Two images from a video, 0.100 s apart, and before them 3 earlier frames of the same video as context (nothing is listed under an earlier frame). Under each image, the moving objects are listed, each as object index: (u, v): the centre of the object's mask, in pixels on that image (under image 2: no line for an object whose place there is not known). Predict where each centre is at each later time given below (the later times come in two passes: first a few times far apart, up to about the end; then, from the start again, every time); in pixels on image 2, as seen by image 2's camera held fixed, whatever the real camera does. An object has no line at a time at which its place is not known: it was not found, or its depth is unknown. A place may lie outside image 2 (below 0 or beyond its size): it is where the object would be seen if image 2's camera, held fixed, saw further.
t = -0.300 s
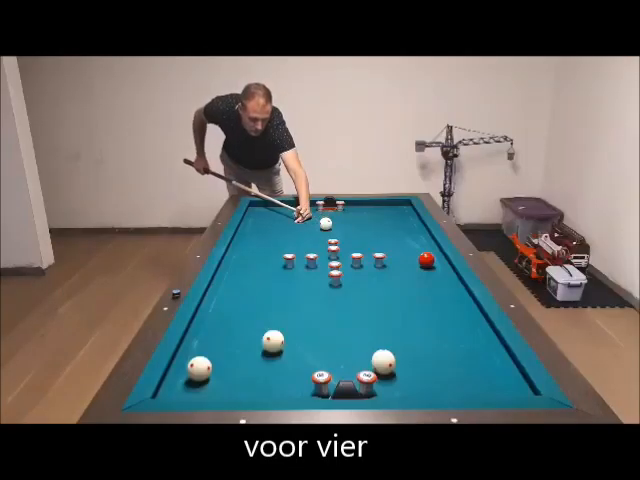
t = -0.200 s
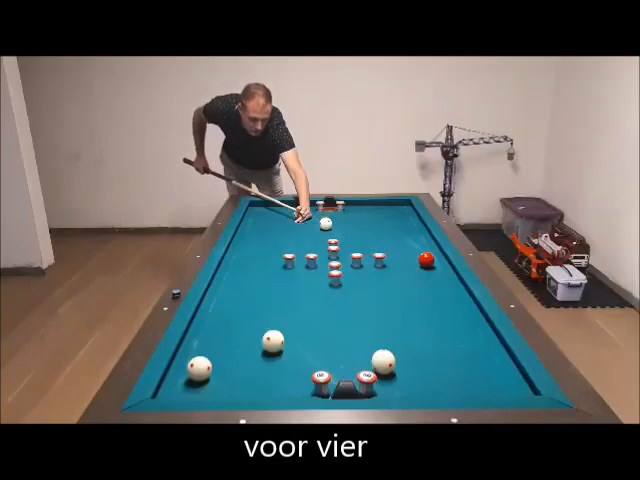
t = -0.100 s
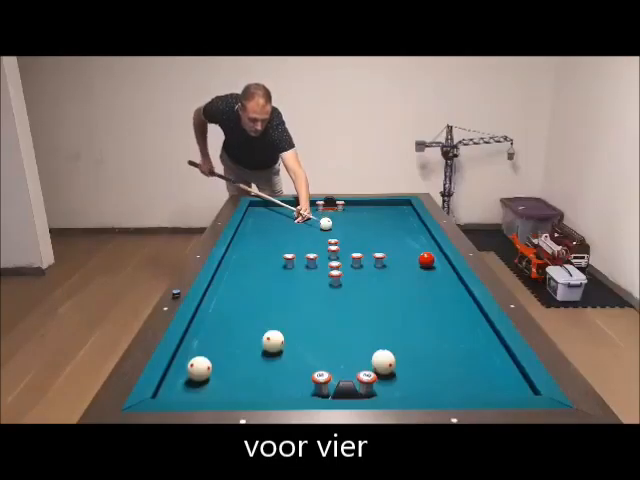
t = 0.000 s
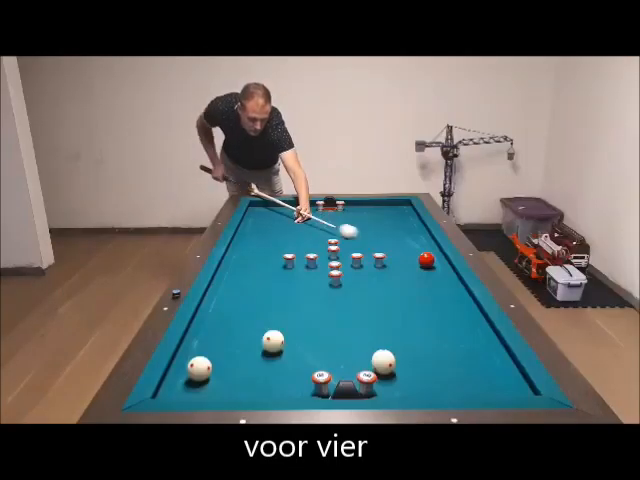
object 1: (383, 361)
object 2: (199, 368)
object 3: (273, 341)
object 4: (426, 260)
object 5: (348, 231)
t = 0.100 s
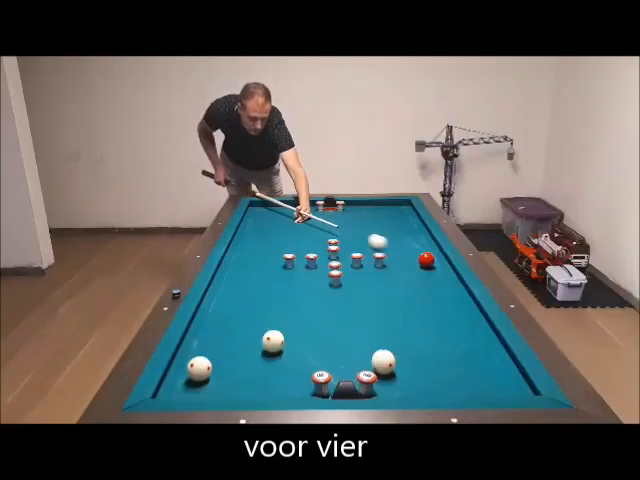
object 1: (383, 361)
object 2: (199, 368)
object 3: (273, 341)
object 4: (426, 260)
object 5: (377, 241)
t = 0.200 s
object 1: (383, 361)
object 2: (199, 368)
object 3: (273, 341)
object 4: (426, 260)
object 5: (409, 252)
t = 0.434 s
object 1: (383, 361)
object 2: (199, 368)
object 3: (273, 341)
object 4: (422, 280)
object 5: (427, 259)
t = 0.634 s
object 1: (383, 361)
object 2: (199, 368)
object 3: (273, 341)
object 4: (396, 294)
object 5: (446, 267)
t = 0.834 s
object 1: (383, 361)
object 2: (199, 368)
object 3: (273, 341)
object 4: (367, 309)
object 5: (444, 278)
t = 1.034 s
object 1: (383, 361)
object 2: (199, 368)
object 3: (273, 341)
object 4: (334, 327)
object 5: (442, 290)
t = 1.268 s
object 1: (383, 361)
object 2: (199, 368)
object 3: (272, 341)
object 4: (290, 351)
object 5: (440, 305)
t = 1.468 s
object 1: (383, 361)
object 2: (199, 368)
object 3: (273, 341)
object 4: (246, 374)
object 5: (438, 320)
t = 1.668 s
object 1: (383, 361)
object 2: (199, 367)
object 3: (273, 341)
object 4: (199, 387)
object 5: (436, 336)
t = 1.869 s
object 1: (383, 361)
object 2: (207, 364)
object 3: (273, 341)
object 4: (176, 376)
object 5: (435, 354)
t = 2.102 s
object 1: (383, 361)
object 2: (237, 352)
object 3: (273, 341)
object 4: (177, 371)
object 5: (433, 376)
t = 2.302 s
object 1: (383, 361)
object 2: (252, 345)
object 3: (279, 339)
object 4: (179, 367)
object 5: (422, 385)
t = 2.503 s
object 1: (382, 360)
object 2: (256, 341)
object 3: (293, 336)
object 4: (182, 364)
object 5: (398, 377)
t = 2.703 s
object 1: (376, 353)
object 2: (258, 337)
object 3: (306, 332)
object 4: (184, 361)
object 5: (384, 373)
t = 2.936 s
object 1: (368, 345)
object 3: (321, 328)
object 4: (186, 359)
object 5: (377, 361)
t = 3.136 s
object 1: (362, 339)
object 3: (331, 326)
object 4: (187, 357)
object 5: (373, 353)
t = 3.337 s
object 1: (357, 333)
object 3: (341, 322)
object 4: (189, 355)
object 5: (370, 347)
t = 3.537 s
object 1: (353, 329)
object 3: (349, 316)
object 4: (190, 354)
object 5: (367, 341)
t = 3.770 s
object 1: (349, 326)
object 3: (358, 312)
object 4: (190, 354)
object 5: (366, 337)
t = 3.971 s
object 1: (347, 324)
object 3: (363, 309)
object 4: (190, 354)
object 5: (365, 334)
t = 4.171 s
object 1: (345, 321)
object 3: (368, 305)
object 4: (190, 354)
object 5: (364, 331)
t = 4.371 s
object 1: (343, 319)
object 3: (373, 302)
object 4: (190, 354)
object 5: (363, 329)
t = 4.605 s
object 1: (341, 317)
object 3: (378, 297)
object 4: (190, 353)
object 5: (363, 328)
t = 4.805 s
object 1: (339, 315)
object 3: (382, 295)
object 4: (190, 353)
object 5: (363, 326)
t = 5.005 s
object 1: (338, 314)
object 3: (386, 293)
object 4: (190, 354)
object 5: (363, 326)
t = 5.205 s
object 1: (338, 313)
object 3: (389, 290)
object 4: (190, 354)
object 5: (363, 325)
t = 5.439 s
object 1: (337, 312)
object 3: (393, 288)
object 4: (190, 353)
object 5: (363, 325)
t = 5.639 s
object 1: (337, 311)
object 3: (395, 286)
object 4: (190, 354)
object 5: (363, 325)
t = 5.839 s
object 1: (337, 311)
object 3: (398, 284)
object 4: (190, 353)
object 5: (363, 325)
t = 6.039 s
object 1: (337, 311)
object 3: (400, 283)
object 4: (190, 353)
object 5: (363, 325)
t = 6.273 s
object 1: (337, 311)
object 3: (402, 282)
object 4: (190, 353)
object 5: (363, 325)
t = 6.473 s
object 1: (337, 311)
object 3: (404, 281)
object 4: (190, 354)
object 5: (363, 325)
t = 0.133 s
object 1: (383, 361)
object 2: (199, 368)
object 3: (273, 341)
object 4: (426, 260)
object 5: (388, 245)
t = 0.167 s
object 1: (383, 361)
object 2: (199, 368)
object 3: (273, 341)
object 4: (426, 260)
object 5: (399, 249)
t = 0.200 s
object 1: (383, 361)
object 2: (199, 368)
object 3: (273, 341)
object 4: (426, 260)
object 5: (409, 252)
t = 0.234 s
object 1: (383, 361)
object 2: (199, 368)
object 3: (273, 341)
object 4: (434, 262)
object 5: (415, 255)
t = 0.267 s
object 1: (383, 361)
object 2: (199, 368)
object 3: (273, 341)
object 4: (445, 266)
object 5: (416, 256)
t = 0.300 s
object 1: (383, 361)
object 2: (199, 368)
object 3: (273, 341)
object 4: (442, 270)
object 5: (417, 256)
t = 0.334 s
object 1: (383, 361)
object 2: (199, 368)
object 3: (273, 341)
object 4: (437, 273)
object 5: (418, 256)
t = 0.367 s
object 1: (383, 361)
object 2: (199, 368)
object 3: (273, 341)
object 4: (432, 275)
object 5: (420, 257)
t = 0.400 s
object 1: (383, 361)
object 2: (199, 368)
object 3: (273, 341)
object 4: (427, 277)
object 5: (423, 258)
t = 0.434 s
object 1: (383, 361)
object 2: (199, 368)
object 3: (273, 341)
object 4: (422, 280)
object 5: (427, 259)
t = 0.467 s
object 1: (383, 361)
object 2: (199, 368)
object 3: (273, 341)
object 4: (418, 282)
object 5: (430, 261)
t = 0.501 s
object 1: (383, 361)
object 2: (199, 368)
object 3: (273, 341)
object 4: (414, 284)
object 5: (433, 262)
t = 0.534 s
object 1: (383, 361)
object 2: (199, 368)
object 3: (273, 341)
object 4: (409, 287)
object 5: (437, 263)
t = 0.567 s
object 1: (383, 361)
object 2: (199, 368)
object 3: (273, 341)
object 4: (405, 289)
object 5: (440, 264)
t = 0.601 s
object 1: (383, 361)
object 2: (199, 368)
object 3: (273, 341)
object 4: (401, 291)
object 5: (444, 266)
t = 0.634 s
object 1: (383, 361)
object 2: (199, 368)
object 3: (273, 341)
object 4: (396, 294)
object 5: (446, 267)
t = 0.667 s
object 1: (383, 361)
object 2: (199, 368)
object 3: (273, 341)
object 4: (392, 296)
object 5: (445, 269)
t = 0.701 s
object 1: (383, 361)
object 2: (199, 368)
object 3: (273, 341)
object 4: (387, 299)
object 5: (445, 271)
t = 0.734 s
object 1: (383, 361)
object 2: (199, 368)
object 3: (273, 341)
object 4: (382, 301)
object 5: (445, 273)
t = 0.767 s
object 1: (383, 361)
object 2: (199, 368)
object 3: (273, 341)
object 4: (377, 304)
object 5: (444, 275)
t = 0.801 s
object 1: (383, 361)
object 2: (199, 368)
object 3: (273, 341)
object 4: (372, 307)
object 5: (444, 276)
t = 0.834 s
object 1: (383, 361)
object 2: (199, 368)
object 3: (273, 341)
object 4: (367, 309)
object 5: (444, 278)
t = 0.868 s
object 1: (383, 361)
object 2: (199, 368)
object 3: (273, 341)
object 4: (361, 312)
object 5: (443, 280)
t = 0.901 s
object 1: (383, 361)
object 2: (199, 368)
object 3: (273, 341)
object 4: (356, 315)
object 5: (443, 282)
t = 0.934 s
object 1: (383, 361)
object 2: (199, 368)
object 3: (273, 341)
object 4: (351, 318)
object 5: (443, 284)
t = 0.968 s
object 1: (383, 361)
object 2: (199, 368)
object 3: (273, 341)
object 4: (345, 321)
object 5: (442, 286)
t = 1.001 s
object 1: (383, 361)
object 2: (199, 368)
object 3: (273, 341)
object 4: (340, 324)
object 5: (442, 288)
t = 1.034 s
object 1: (383, 361)
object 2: (199, 368)
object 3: (273, 341)
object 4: (334, 327)
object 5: (442, 290)
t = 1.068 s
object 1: (383, 361)
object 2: (199, 368)
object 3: (273, 341)
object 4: (328, 330)
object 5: (442, 292)
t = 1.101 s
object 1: (383, 361)
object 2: (199, 368)
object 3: (273, 341)
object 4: (322, 333)
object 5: (441, 294)
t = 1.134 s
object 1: (383, 361)
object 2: (199, 368)
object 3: (273, 341)
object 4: (316, 337)
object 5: (441, 297)
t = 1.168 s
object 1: (383, 361)
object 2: (199, 368)
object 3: (273, 341)
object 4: (310, 340)
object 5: (441, 298)
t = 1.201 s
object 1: (383, 361)
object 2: (199, 368)
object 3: (273, 341)
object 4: (303, 344)
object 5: (441, 301)
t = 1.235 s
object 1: (383, 361)
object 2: (199, 368)
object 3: (273, 341)
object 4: (297, 347)
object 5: (440, 303)
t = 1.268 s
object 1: (383, 361)
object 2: (199, 368)
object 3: (272, 341)
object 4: (290, 351)
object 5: (440, 305)
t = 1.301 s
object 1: (383, 361)
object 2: (199, 368)
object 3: (272, 340)
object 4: (283, 354)
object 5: (440, 308)
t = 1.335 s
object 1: (383, 361)
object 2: (199, 368)
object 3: (272, 339)
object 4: (276, 358)
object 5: (440, 310)
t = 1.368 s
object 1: (383, 361)
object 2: (199, 368)
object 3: (273, 340)
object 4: (269, 361)
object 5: (439, 312)
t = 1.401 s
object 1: (383, 361)
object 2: (199, 368)
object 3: (273, 341)
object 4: (261, 366)
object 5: (439, 315)
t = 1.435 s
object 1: (383, 361)
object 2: (199, 368)
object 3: (273, 341)
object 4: (254, 370)
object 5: (439, 317)
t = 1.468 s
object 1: (383, 361)
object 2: (199, 368)
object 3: (273, 341)
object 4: (246, 374)
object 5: (438, 320)
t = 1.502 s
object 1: (383, 361)
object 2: (199, 368)
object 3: (273, 341)
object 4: (238, 378)
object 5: (438, 322)
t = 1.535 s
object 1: (383, 361)
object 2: (199, 368)
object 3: (273, 341)
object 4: (230, 382)
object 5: (438, 325)
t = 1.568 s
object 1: (383, 361)
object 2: (199, 368)
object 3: (273, 341)
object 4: (222, 385)
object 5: (437, 328)
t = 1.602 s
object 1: (383, 361)
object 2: (199, 368)
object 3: (273, 341)
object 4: (213, 388)
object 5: (437, 330)
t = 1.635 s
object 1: (383, 361)
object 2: (199, 367)
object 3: (273, 341)
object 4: (205, 388)
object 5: (437, 333)
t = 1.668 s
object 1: (383, 361)
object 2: (199, 367)
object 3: (273, 341)
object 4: (199, 387)
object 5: (436, 336)
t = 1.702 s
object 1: (383, 361)
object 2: (200, 366)
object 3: (273, 341)
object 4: (192, 385)
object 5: (436, 338)
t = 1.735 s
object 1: (383, 361)
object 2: (200, 367)
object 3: (273, 341)
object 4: (187, 383)
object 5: (436, 341)
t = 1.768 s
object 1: (383, 361)
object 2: (200, 368)
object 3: (273, 341)
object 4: (180, 382)
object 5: (436, 344)
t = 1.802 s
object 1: (383, 361)
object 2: (199, 368)
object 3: (273, 341)
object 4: (175, 378)
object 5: (435, 347)
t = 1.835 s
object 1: (383, 361)
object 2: (201, 367)
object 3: (273, 341)
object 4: (176, 376)
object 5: (435, 350)
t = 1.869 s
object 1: (383, 361)
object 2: (207, 364)
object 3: (273, 341)
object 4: (176, 376)
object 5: (435, 354)
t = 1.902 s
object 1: (383, 361)
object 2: (212, 362)
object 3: (273, 341)
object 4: (176, 375)
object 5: (434, 356)
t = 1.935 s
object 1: (383, 361)
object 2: (216, 361)
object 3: (273, 341)
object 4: (176, 375)
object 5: (434, 360)
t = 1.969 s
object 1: (383, 361)
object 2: (221, 359)
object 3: (273, 341)
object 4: (176, 374)
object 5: (434, 363)
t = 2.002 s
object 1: (383, 361)
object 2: (225, 357)
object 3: (273, 341)
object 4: (177, 373)
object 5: (434, 366)
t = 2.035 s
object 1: (383, 361)
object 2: (229, 356)
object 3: (273, 341)
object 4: (177, 372)
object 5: (433, 370)
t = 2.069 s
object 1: (383, 361)
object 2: (233, 354)
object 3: (273, 341)
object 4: (177, 372)
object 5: (433, 373)
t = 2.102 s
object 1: (383, 361)
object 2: (237, 352)
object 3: (273, 341)
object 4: (177, 371)
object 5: (433, 376)
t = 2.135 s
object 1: (383, 361)
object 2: (241, 351)
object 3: (273, 341)
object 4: (177, 370)
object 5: (432, 379)
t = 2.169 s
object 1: (383, 361)
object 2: (245, 349)
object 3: (273, 341)
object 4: (177, 370)
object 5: (432, 383)
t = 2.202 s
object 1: (383, 361)
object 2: (248, 348)
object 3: (273, 341)
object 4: (178, 369)
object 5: (431, 385)
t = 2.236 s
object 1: (383, 361)
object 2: (251, 346)
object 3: (274, 340)
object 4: (178, 368)
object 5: (431, 387)
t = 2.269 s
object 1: (383, 361)
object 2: (252, 346)
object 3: (277, 340)
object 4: (179, 368)
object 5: (427, 386)
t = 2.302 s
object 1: (383, 361)
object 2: (252, 345)
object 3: (279, 339)
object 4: (179, 367)
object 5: (422, 385)
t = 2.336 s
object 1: (383, 361)
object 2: (253, 344)
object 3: (282, 338)
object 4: (180, 367)
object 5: (418, 383)
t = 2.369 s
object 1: (383, 361)
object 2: (254, 343)
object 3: (284, 338)
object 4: (180, 366)
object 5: (414, 383)
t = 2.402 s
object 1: (383, 361)
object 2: (254, 343)
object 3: (286, 337)
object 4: (181, 365)
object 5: (410, 382)
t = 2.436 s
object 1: (383, 361)
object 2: (255, 342)
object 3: (289, 337)
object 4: (181, 365)
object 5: (406, 380)
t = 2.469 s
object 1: (383, 361)
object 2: (255, 341)
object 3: (291, 336)
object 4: (181, 364)
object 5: (402, 379)
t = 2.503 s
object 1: (382, 360)
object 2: (256, 341)
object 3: (293, 336)
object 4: (182, 364)
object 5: (398, 377)
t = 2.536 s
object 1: (381, 359)
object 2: (256, 340)
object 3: (296, 335)
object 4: (182, 363)
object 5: (394, 375)
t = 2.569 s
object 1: (380, 358)
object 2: (257, 339)
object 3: (298, 334)
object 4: (183, 363)
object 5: (391, 375)
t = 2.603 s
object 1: (379, 356)
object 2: (257, 339)
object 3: (300, 334)
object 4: (183, 362)
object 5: (389, 375)
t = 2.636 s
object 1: (378, 355)
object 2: (258, 338)
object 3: (302, 333)
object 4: (183, 362)
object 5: (387, 374)
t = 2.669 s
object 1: (377, 354)
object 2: (258, 338)
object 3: (304, 333)
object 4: (184, 362)
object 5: (385, 374)
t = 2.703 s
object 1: (376, 353)
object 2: (258, 337)
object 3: (306, 332)
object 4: (184, 361)
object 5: (384, 373)
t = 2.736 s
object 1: (375, 352)
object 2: (259, 337)
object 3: (309, 332)
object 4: (184, 361)
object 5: (383, 371)
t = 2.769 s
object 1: (374, 351)
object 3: (311, 331)
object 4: (185, 360)
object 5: (382, 369)
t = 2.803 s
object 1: (372, 349)
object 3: (313, 331)
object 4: (185, 360)
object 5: (381, 367)
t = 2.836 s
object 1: (371, 348)
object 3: (315, 330)
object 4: (185, 360)
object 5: (380, 366)
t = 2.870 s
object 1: (371, 347)
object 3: (316, 330)
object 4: (185, 359)
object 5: (379, 364)
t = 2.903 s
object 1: (369, 346)
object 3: (319, 329)
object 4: (186, 359)
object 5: (378, 362)
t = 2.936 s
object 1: (368, 345)
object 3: (321, 328)
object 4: (186, 359)
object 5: (377, 361)
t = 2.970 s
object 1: (367, 344)
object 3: (322, 328)
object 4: (186, 359)
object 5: (377, 359)
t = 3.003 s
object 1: (366, 343)
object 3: (324, 328)
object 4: (187, 358)
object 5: (376, 358)
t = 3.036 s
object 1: (365, 342)
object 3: (326, 327)
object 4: (187, 358)
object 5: (375, 357)
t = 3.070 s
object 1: (364, 341)
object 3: (328, 326)
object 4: (187, 358)
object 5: (374, 355)
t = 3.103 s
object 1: (363, 340)
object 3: (330, 326)
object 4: (187, 357)
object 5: (374, 354)
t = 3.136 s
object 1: (362, 339)
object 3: (331, 326)
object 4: (187, 357)
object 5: (373, 353)
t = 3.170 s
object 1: (361, 338)
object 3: (333, 325)
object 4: (188, 357)
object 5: (373, 352)
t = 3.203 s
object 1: (360, 337)
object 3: (335, 325)
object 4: (188, 356)
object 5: (372, 351)
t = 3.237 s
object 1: (360, 336)
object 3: (337, 324)
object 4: (188, 356)
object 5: (372, 350)
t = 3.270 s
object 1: (359, 335)
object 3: (338, 324)
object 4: (188, 356)
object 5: (371, 349)
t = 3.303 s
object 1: (358, 334)
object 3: (340, 323)
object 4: (188, 355)
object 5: (371, 348)
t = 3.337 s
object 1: (357, 333)
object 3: (341, 322)
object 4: (189, 355)
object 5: (370, 347)
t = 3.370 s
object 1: (356, 332)
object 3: (342, 322)
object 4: (189, 355)
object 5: (369, 346)
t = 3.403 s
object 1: (355, 331)
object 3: (343, 321)
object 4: (189, 355)
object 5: (369, 345)
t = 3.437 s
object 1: (354, 330)
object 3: (344, 320)
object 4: (189, 355)
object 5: (369, 344)
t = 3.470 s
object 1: (354, 329)
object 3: (346, 318)
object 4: (189, 355)
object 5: (368, 343)
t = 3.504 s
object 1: (353, 329)
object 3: (347, 317)
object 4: (189, 354)
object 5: (368, 342)
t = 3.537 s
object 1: (353, 329)
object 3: (349, 316)
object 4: (190, 354)
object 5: (367, 341)
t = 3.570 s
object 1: (352, 328)
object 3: (350, 315)
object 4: (190, 354)
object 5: (367, 340)
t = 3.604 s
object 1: (352, 328)
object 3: (352, 314)
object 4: (190, 354)
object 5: (366, 339)
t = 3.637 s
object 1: (351, 328)
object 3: (353, 313)
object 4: (190, 354)
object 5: (366, 338)
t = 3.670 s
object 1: (351, 327)
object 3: (354, 312)
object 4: (190, 354)
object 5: (366, 338)
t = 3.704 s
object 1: (351, 327)
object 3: (356, 312)
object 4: (190, 354)
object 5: (366, 338)
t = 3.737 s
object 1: (350, 326)
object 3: (357, 312)
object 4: (190, 354)
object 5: (366, 337)
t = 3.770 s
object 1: (349, 326)
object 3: (358, 312)
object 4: (190, 354)
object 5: (366, 337)
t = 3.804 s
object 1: (349, 326)
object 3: (359, 311)
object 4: (190, 354)
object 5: (366, 336)
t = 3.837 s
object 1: (349, 325)
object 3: (360, 311)
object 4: (190, 354)
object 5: (366, 336)
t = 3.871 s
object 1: (348, 325)
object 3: (361, 310)
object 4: (190, 354)
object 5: (365, 335)
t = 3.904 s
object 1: (348, 324)
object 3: (362, 310)
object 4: (190, 354)
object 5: (365, 335)
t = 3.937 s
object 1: (348, 324)
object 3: (362, 310)
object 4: (190, 354)
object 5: (365, 334)
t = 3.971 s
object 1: (347, 324)
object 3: (363, 309)
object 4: (190, 354)
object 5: (365, 334)
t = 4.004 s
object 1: (347, 323)
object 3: (364, 308)
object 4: (190, 354)
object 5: (365, 333)
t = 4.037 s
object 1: (346, 323)
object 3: (365, 308)
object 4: (190, 354)
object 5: (365, 333)
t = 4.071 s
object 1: (346, 322)
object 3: (366, 307)
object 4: (190, 354)
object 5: (365, 332)
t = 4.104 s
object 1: (346, 322)
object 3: (367, 306)
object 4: (190, 354)
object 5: (364, 332)
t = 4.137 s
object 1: (345, 322)
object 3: (367, 306)
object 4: (190, 354)
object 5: (364, 332)
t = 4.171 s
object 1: (345, 321)
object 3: (368, 305)
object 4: (190, 354)
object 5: (364, 331)
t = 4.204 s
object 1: (345, 321)
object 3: (369, 305)
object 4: (190, 354)
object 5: (364, 331)
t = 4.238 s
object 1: (344, 321)
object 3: (370, 305)
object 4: (190, 354)
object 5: (364, 331)
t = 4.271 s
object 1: (344, 320)
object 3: (371, 304)
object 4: (190, 354)
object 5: (364, 330)
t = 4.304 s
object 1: (344, 320)
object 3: (371, 303)
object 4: (190, 354)
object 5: (364, 330)
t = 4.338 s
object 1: (343, 320)
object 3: (372, 302)
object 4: (190, 354)
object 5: (363, 330)
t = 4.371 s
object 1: (343, 319)
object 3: (373, 302)
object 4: (190, 354)
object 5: (363, 329)
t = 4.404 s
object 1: (342, 319)
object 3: (374, 301)
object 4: (190, 354)
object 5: (363, 329)
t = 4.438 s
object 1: (342, 318)
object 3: (375, 301)
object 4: (190, 353)
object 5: (363, 329)
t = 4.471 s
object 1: (342, 318)
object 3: (375, 300)
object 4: (190, 353)
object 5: (363, 329)
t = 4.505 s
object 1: (342, 318)
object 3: (376, 300)
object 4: (190, 353)
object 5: (363, 328)
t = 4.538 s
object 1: (341, 318)
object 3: (377, 299)
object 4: (190, 353)
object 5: (363, 328)
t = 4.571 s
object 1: (341, 317)
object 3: (377, 298)
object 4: (190, 353)
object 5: (363, 328)
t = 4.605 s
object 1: (341, 317)
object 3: (378, 297)
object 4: (190, 353)
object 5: (363, 328)
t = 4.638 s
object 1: (341, 317)
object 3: (379, 297)
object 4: (190, 353)
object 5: (363, 327)
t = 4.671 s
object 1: (341, 316)
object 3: (379, 297)
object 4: (190, 353)
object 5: (363, 327)
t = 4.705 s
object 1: (340, 316)
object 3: (380, 297)
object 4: (190, 353)
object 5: (363, 327)
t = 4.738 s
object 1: (340, 316)
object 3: (381, 296)
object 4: (190, 353)
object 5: (363, 327)
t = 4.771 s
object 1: (340, 315)
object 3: (381, 295)
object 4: (190, 353)
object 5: (363, 327)
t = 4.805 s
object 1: (339, 315)
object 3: (382, 295)
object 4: (190, 353)
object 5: (363, 326)
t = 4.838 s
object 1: (339, 315)
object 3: (382, 295)
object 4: (191, 353)
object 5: (363, 326)
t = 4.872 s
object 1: (339, 314)
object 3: (383, 294)
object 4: (191, 353)
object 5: (363, 326)
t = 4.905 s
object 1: (339, 314)
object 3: (384, 294)
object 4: (191, 353)
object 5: (363, 326)
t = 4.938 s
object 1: (339, 314)
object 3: (385, 293)
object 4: (190, 353)
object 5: (363, 326)
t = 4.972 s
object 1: (339, 314)
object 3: (385, 293)
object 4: (190, 353)
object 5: (363, 326)
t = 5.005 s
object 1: (338, 314)
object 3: (386, 293)
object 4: (190, 354)
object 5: (363, 326)
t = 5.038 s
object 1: (338, 314)
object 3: (387, 292)
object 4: (190, 354)
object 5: (363, 326)
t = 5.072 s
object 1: (338, 314)
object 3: (387, 291)
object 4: (190, 354)
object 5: (363, 326)
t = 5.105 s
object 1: (338, 313)
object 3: (388, 292)
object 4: (190, 354)
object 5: (363, 325)
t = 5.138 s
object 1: (338, 313)
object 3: (388, 291)
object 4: (190, 354)
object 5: (363, 325)
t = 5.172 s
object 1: (338, 313)
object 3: (389, 291)
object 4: (190, 354)
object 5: (363, 325)
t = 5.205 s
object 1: (338, 313)
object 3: (389, 290)
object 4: (190, 354)
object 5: (363, 325)
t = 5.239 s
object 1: (338, 312)
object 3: (390, 290)
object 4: (190, 354)
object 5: (363, 325)
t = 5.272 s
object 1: (338, 312)
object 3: (390, 290)
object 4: (190, 354)
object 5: (363, 325)
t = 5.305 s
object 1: (338, 312)
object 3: (391, 289)
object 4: (190, 354)
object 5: (363, 325)
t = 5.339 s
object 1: (337, 312)
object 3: (391, 289)
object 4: (190, 354)
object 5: (363, 325)
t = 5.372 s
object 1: (337, 312)
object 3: (392, 288)
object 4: (190, 354)
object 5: (363, 325)
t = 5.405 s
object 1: (337, 312)
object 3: (392, 288)
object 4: (190, 354)
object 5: (363, 325)
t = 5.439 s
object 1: (337, 312)
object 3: (393, 288)
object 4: (190, 353)
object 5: (363, 325)
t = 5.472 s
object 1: (337, 312)
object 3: (393, 288)
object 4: (190, 354)
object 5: (363, 325)
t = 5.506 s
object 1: (337, 312)
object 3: (394, 287)
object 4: (190, 354)
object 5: (363, 325)
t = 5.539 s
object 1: (337, 312)
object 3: (394, 287)
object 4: (190, 354)
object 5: (363, 325)
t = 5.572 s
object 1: (337, 311)
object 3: (395, 286)
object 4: (190, 354)
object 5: (363, 325)
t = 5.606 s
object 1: (337, 311)
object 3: (395, 286)
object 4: (190, 354)
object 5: (363, 325)
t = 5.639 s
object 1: (337, 311)
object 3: (395, 286)
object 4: (190, 354)
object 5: (363, 325)
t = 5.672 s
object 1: (337, 311)
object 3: (396, 285)
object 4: (190, 354)
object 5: (363, 325)
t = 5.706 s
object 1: (337, 311)
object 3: (396, 285)
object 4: (190, 353)
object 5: (363, 325)
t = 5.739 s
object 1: (337, 311)
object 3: (397, 285)
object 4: (190, 353)
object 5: (363, 325)
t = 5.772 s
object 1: (337, 311)
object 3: (397, 285)
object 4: (190, 353)
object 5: (363, 325)
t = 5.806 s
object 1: (337, 311)
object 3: (397, 285)
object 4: (190, 353)
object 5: (363, 325)
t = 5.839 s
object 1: (337, 311)
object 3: (398, 284)
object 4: (190, 353)
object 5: (363, 325)
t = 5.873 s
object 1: (337, 311)
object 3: (398, 284)
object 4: (190, 353)
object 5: (363, 325)
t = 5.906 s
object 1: (337, 311)
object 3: (398, 284)
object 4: (190, 353)
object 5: (363, 325)
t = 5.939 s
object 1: (337, 311)
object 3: (399, 283)
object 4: (190, 354)
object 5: (363, 325)
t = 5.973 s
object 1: (337, 311)
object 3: (399, 283)
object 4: (190, 354)
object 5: (363, 325)
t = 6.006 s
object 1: (337, 311)
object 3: (400, 283)
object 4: (190, 353)
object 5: (363, 325)
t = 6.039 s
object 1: (337, 311)
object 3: (400, 283)
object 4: (190, 353)
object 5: (363, 325)
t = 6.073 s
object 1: (337, 311)
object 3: (401, 283)
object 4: (190, 353)
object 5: (363, 325)
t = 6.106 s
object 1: (337, 311)
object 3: (401, 282)
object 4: (190, 353)
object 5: (363, 325)
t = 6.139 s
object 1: (337, 311)
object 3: (401, 282)
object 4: (190, 353)
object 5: (363, 325)
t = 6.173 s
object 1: (337, 311)
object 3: (401, 282)
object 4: (190, 353)
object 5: (363, 325)
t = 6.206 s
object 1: (337, 311)
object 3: (402, 282)
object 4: (190, 353)
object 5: (363, 325)
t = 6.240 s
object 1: (337, 311)
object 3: (402, 282)
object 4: (190, 354)
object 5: (363, 325)
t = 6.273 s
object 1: (337, 311)
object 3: (402, 282)
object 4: (190, 353)
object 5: (363, 325)
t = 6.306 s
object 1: (337, 311)
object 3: (403, 282)
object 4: (190, 354)
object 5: (363, 325)
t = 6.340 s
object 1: (337, 311)
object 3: (403, 281)
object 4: (190, 354)
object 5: (363, 325)
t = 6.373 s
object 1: (337, 311)
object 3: (403, 281)
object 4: (190, 354)
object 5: (363, 325)
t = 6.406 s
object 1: (337, 311)
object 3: (404, 281)
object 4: (190, 353)
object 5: (363, 325)
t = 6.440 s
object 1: (337, 311)
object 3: (404, 281)
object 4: (190, 354)
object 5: (363, 325)
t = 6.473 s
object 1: (337, 311)
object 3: (404, 281)
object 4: (190, 354)
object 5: (363, 325)
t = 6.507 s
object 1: (337, 311)
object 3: (404, 281)
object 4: (190, 354)
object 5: (363, 325)
